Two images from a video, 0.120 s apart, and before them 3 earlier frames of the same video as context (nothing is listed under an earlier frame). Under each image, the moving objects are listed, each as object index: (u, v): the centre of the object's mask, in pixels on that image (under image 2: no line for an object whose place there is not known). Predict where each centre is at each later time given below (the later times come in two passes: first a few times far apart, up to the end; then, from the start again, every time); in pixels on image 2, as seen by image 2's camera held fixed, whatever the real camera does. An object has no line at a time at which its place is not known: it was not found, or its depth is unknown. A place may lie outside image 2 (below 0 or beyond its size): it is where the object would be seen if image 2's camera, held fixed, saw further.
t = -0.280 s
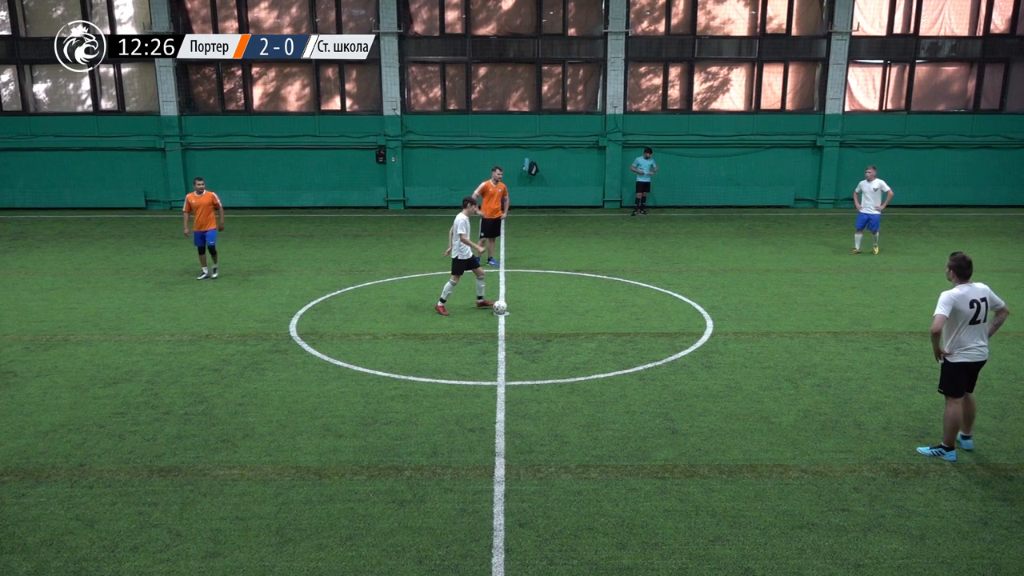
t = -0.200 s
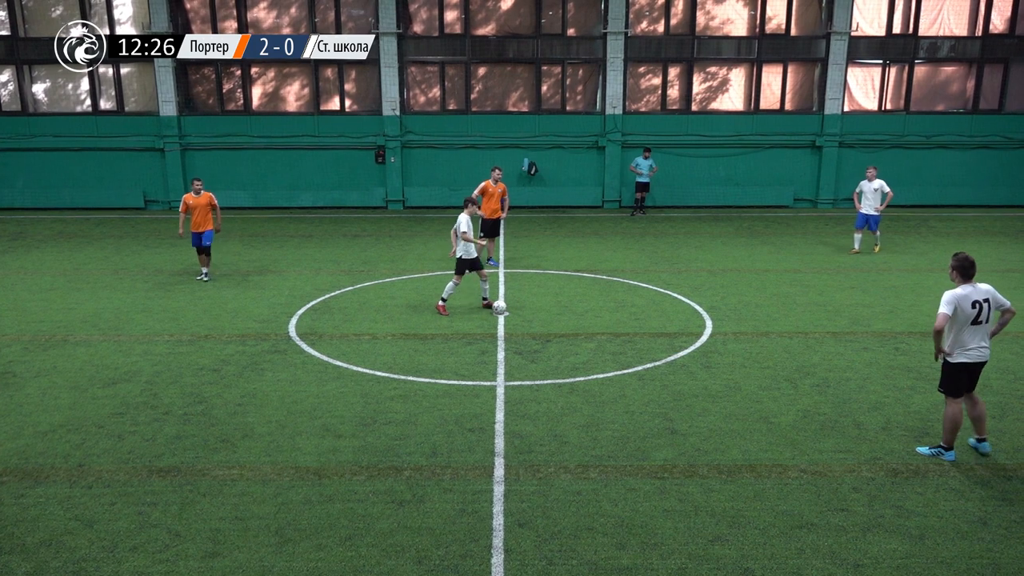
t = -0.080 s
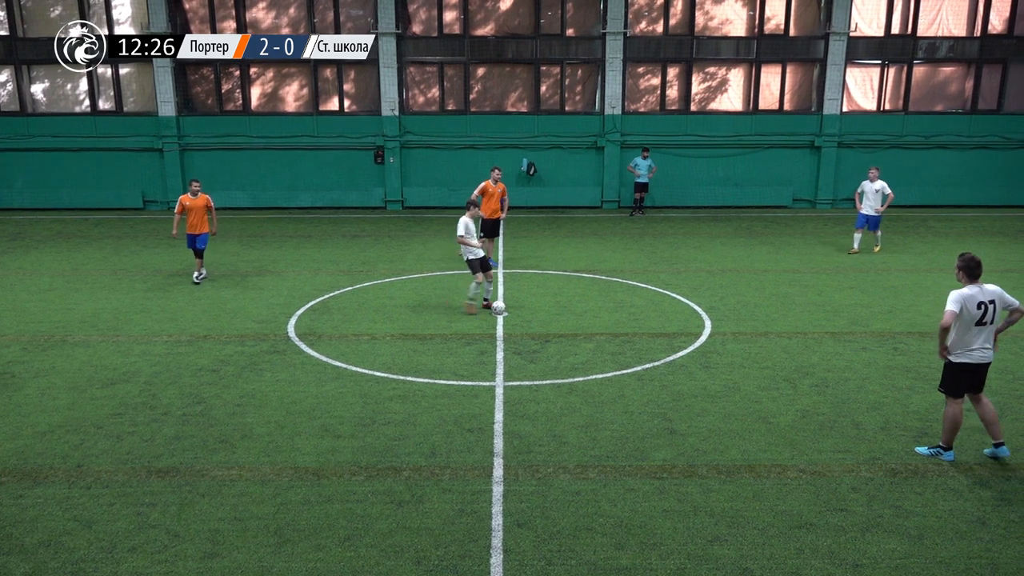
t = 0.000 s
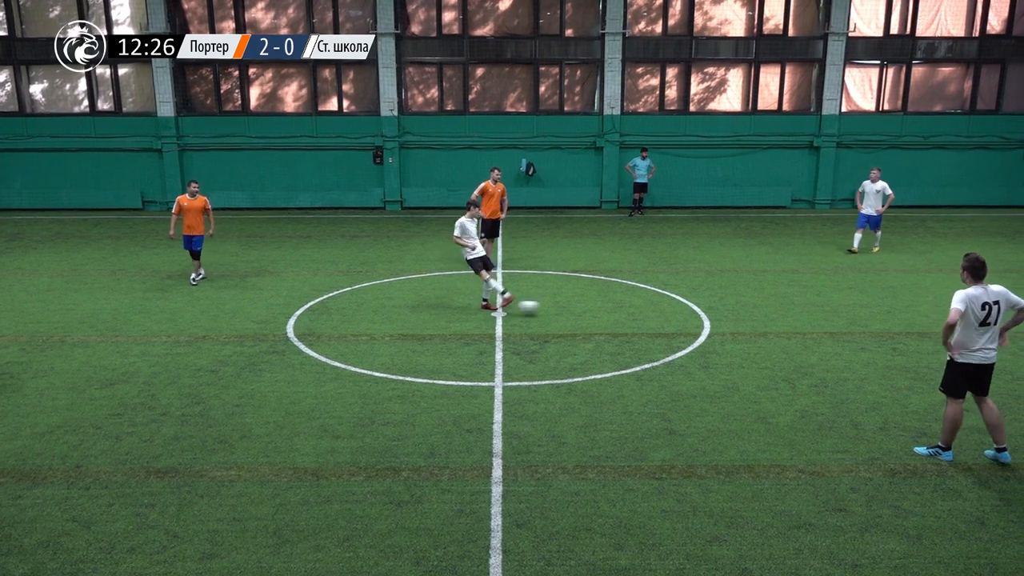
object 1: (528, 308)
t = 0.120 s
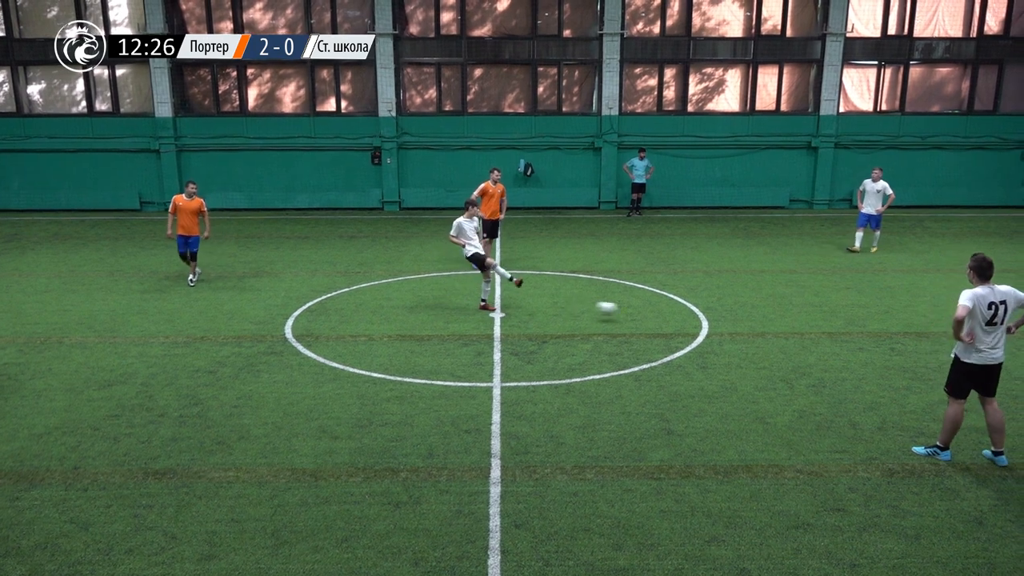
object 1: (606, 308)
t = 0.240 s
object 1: (686, 318)
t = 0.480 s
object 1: (819, 325)
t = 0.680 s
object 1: (925, 330)
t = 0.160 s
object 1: (634, 312)
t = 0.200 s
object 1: (661, 316)
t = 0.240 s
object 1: (686, 318)
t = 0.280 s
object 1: (710, 318)
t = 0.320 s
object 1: (732, 320)
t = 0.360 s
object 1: (755, 322)
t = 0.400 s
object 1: (777, 323)
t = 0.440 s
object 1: (798, 324)
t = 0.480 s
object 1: (819, 325)
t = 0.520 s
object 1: (840, 325)
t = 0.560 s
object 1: (862, 325)
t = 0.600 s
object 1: (883, 327)
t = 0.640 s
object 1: (904, 329)
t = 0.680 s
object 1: (925, 330)
